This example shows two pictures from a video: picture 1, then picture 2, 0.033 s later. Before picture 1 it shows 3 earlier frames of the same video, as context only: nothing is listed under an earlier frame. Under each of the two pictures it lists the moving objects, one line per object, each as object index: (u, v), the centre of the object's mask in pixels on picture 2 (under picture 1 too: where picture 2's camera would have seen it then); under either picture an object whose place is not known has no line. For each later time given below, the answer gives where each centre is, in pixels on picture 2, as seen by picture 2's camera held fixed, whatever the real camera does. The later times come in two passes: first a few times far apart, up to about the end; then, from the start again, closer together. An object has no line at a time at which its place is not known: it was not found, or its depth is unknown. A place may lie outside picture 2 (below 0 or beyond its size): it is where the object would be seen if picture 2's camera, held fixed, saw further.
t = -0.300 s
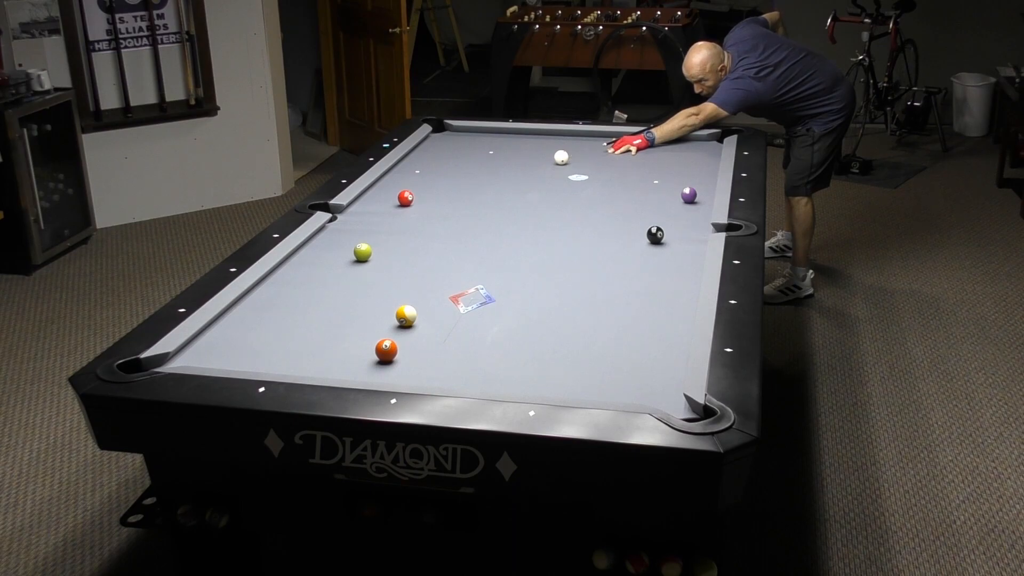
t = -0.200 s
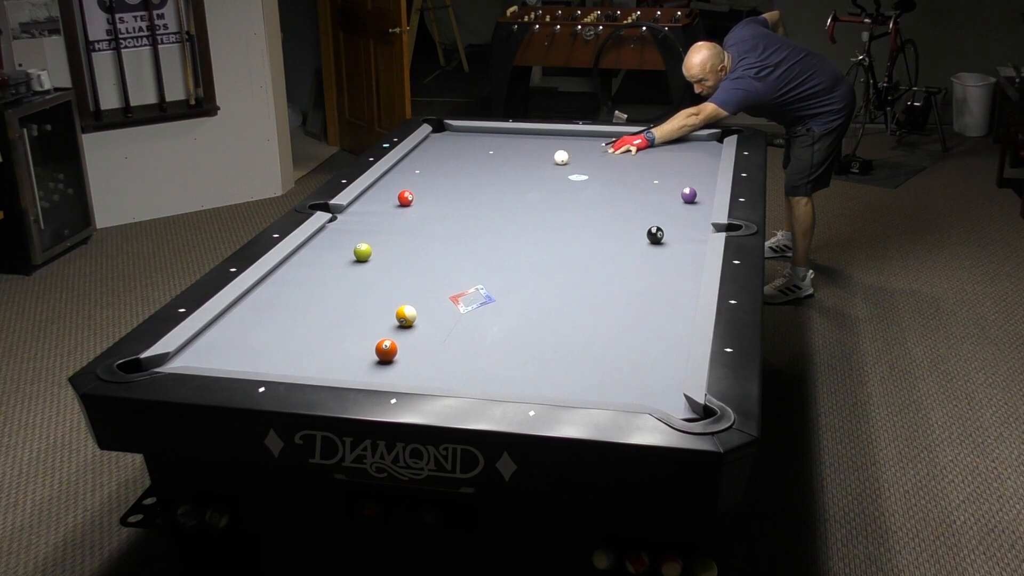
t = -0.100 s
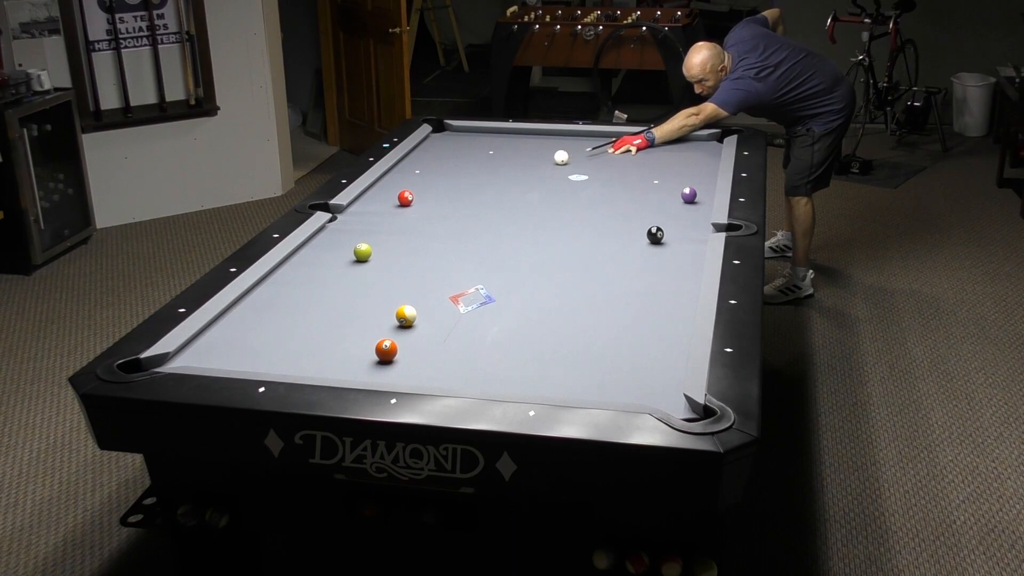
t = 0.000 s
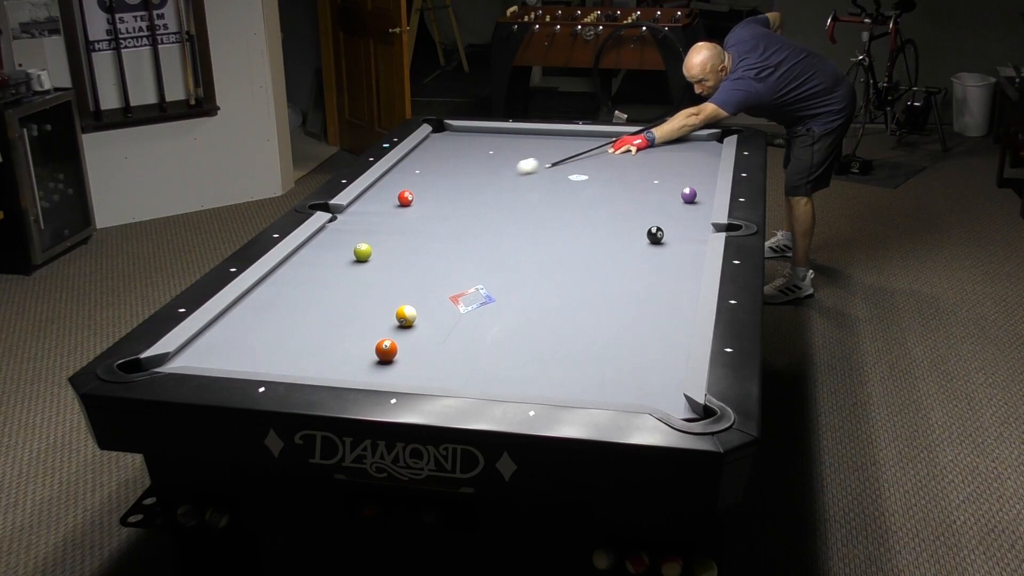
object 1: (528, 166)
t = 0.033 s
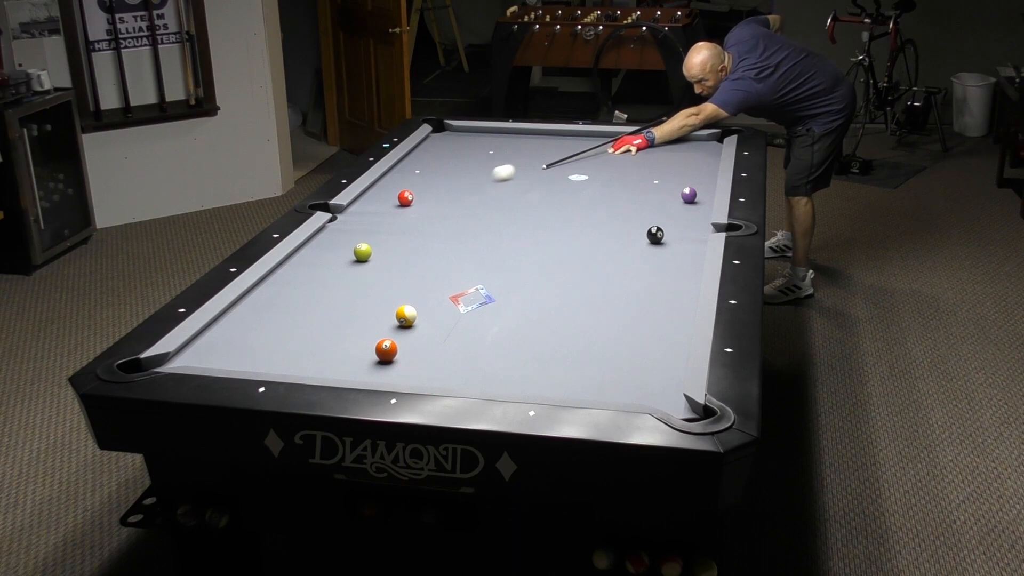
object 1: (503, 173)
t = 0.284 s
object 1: (427, 199)
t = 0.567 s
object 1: (446, 205)
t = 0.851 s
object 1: (465, 209)
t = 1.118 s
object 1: (482, 214)
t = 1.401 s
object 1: (499, 218)
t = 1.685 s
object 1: (515, 223)
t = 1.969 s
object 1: (531, 227)
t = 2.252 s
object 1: (545, 230)
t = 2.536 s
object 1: (558, 233)
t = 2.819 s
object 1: (570, 237)
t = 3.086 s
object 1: (580, 239)
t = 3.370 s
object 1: (588, 241)
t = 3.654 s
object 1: (596, 243)
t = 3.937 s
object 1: (602, 244)
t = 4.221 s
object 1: (607, 245)
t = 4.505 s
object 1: (610, 246)
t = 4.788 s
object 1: (611, 246)
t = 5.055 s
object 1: (610, 246)
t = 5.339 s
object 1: (610, 246)
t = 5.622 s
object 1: (610, 246)
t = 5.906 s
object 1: (610, 246)
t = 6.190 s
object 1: (608, 246)
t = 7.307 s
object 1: (610, 246)
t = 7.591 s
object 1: (610, 246)
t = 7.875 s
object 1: (610, 246)
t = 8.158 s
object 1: (610, 246)
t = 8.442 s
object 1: (610, 246)
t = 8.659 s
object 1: (610, 246)
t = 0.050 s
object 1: (491, 176)
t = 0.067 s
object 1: (479, 179)
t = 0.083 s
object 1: (467, 183)
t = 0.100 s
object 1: (454, 186)
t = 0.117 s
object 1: (442, 189)
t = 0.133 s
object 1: (430, 192)
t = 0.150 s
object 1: (420, 195)
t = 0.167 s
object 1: (420, 196)
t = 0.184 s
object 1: (421, 197)
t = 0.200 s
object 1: (422, 197)
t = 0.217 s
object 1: (423, 198)
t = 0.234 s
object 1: (424, 198)
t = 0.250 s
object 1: (425, 199)
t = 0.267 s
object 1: (426, 199)
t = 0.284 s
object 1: (427, 199)
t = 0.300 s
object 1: (428, 200)
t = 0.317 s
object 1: (429, 200)
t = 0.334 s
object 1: (431, 201)
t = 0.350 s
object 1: (432, 201)
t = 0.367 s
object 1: (433, 201)
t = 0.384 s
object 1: (434, 201)
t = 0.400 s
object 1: (435, 202)
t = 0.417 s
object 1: (436, 202)
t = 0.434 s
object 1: (437, 202)
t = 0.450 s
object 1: (438, 203)
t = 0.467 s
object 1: (440, 203)
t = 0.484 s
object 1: (441, 203)
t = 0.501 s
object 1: (442, 204)
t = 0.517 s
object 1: (443, 204)
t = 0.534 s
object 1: (444, 204)
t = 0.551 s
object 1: (445, 204)
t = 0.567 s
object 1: (446, 205)
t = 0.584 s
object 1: (447, 205)
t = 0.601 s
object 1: (448, 205)
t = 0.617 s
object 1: (450, 206)
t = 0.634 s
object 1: (451, 206)
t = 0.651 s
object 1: (452, 206)
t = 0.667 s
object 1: (453, 207)
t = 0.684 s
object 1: (454, 207)
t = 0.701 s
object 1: (455, 207)
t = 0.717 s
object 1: (456, 207)
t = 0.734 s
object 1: (457, 208)
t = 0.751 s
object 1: (458, 208)
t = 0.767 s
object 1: (459, 208)
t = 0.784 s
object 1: (461, 209)
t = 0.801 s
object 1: (462, 209)
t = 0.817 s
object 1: (463, 209)
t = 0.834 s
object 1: (464, 209)
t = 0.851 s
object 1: (465, 209)
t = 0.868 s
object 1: (466, 210)
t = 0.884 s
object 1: (467, 210)
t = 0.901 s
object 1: (468, 211)
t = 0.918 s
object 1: (469, 211)
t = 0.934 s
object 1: (470, 211)
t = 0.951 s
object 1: (471, 212)
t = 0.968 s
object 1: (472, 212)
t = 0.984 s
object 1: (473, 212)
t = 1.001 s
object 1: (474, 212)
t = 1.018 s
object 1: (476, 212)
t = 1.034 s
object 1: (477, 213)
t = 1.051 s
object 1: (477, 213)
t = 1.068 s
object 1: (479, 213)
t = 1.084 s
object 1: (480, 214)
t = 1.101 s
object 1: (481, 214)
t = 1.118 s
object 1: (482, 214)
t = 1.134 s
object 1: (483, 214)
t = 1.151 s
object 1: (484, 215)
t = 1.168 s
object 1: (485, 215)
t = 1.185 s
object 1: (486, 215)
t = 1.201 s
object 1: (487, 215)
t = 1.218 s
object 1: (488, 216)
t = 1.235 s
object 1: (489, 216)
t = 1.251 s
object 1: (490, 216)
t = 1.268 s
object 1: (491, 217)
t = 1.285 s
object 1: (492, 217)
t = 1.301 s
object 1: (493, 217)
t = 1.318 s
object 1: (494, 217)
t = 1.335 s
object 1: (495, 218)
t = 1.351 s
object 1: (496, 218)
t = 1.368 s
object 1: (497, 218)
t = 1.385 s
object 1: (498, 218)
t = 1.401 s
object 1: (499, 218)
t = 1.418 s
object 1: (500, 219)
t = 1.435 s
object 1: (501, 219)
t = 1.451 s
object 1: (502, 219)
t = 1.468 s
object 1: (503, 220)
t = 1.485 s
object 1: (504, 220)
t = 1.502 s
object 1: (505, 220)
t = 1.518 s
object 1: (506, 220)
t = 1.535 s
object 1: (507, 221)
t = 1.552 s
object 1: (508, 221)
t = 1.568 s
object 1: (509, 221)
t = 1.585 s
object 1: (510, 221)
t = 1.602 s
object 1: (511, 222)
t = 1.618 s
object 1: (512, 222)
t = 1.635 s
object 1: (513, 222)
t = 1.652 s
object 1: (513, 222)
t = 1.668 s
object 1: (514, 223)
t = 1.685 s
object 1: (515, 223)
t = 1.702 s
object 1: (516, 223)
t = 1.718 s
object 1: (517, 223)
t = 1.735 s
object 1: (518, 224)
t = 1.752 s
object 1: (519, 224)
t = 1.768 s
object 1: (520, 224)
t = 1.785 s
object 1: (521, 224)
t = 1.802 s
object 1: (522, 224)
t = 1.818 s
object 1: (523, 225)
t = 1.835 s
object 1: (524, 225)
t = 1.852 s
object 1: (525, 225)
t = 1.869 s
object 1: (525, 225)
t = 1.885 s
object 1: (526, 226)
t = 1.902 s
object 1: (527, 226)
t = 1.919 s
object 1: (528, 226)
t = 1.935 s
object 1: (529, 226)
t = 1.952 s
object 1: (530, 227)
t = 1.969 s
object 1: (531, 227)
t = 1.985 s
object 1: (532, 227)
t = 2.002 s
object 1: (532, 227)
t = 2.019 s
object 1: (533, 227)
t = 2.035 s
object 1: (534, 228)
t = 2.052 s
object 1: (535, 228)
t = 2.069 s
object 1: (536, 228)
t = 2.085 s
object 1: (537, 228)
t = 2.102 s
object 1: (537, 229)
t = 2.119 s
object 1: (539, 229)
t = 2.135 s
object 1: (539, 229)
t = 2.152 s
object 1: (540, 229)
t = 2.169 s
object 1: (541, 229)
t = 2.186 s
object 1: (542, 230)
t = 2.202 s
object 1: (543, 230)
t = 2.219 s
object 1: (543, 230)
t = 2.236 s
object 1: (544, 230)
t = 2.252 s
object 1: (545, 230)
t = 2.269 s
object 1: (546, 231)
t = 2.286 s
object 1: (547, 231)
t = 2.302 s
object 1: (548, 231)
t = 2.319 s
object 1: (548, 231)
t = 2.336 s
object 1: (549, 231)
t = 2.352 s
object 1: (550, 232)
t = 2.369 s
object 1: (551, 232)
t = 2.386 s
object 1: (551, 232)
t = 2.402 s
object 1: (552, 232)
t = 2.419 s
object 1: (553, 232)
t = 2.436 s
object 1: (554, 232)
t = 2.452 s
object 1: (554, 232)
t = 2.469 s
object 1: (555, 233)
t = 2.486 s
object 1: (556, 233)
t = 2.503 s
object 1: (557, 233)
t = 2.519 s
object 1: (557, 233)
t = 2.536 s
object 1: (558, 233)
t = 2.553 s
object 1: (559, 234)
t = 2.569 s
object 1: (560, 234)
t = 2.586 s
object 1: (560, 234)
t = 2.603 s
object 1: (561, 234)
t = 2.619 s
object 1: (562, 235)
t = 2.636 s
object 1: (562, 235)
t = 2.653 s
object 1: (563, 235)
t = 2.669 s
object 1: (564, 235)
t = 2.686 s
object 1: (564, 235)
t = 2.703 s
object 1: (565, 235)
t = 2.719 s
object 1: (566, 236)
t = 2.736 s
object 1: (566, 236)
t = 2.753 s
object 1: (567, 236)
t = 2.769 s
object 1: (568, 236)
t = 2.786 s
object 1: (569, 236)
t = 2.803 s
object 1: (569, 236)
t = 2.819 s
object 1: (570, 237)
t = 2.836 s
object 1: (570, 237)
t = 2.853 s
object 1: (571, 237)
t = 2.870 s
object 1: (572, 237)
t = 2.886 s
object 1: (572, 237)
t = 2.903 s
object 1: (573, 237)
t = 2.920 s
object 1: (574, 238)
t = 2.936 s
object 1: (574, 238)
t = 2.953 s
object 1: (575, 238)
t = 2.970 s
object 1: (576, 238)
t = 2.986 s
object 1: (576, 238)
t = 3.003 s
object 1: (577, 238)
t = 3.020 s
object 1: (577, 239)
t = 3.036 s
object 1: (578, 239)
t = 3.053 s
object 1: (578, 239)
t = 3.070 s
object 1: (579, 239)
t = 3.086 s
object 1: (580, 239)
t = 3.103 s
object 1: (580, 239)
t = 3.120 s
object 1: (581, 239)
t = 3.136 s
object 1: (581, 239)
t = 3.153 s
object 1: (582, 240)
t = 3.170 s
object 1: (582, 240)
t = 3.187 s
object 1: (583, 240)
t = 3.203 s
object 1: (583, 240)
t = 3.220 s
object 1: (584, 240)
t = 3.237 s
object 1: (584, 240)
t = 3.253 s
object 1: (585, 240)
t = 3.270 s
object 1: (585, 241)
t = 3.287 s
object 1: (586, 241)
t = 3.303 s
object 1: (587, 241)
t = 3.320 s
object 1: (587, 241)
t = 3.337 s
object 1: (588, 241)
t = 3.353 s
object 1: (588, 241)
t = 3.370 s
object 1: (588, 241)
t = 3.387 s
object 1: (589, 241)
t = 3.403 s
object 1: (589, 241)
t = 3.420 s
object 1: (590, 242)
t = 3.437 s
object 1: (590, 242)
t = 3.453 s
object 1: (591, 242)
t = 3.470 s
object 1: (591, 242)
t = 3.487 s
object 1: (592, 242)
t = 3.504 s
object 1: (592, 242)
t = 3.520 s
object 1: (593, 242)
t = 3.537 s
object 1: (593, 242)
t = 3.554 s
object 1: (594, 242)
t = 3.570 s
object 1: (594, 242)
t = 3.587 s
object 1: (595, 243)
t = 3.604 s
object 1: (595, 243)
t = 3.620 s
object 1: (595, 243)
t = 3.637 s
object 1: (596, 243)
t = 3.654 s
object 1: (596, 243)
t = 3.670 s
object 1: (597, 243)
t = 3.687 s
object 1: (597, 243)
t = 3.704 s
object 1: (598, 243)
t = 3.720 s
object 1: (598, 243)
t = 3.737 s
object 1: (598, 243)
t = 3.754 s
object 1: (599, 243)
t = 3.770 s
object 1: (599, 243)
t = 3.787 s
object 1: (599, 243)
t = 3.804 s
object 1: (600, 244)
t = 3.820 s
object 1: (600, 244)
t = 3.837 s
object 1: (600, 244)
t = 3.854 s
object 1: (601, 244)
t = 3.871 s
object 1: (601, 244)
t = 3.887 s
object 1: (601, 244)
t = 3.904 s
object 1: (602, 244)
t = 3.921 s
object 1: (602, 244)
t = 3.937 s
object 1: (602, 244)
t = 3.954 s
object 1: (603, 244)
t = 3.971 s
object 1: (603, 244)
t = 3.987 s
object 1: (603, 244)
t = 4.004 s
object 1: (604, 244)
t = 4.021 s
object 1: (604, 244)
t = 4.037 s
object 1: (604, 245)
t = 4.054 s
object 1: (604, 245)
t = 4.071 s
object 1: (605, 245)
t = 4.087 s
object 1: (605, 245)
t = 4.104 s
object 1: (605, 245)
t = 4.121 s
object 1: (605, 245)
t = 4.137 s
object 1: (606, 245)
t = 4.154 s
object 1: (606, 245)
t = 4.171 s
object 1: (606, 245)
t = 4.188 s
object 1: (606, 245)
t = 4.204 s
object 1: (607, 245)
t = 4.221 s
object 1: (607, 245)
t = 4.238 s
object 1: (607, 245)
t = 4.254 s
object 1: (607, 245)
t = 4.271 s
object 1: (607, 245)
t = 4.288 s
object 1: (608, 245)
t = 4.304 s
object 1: (608, 245)
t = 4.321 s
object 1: (608, 245)
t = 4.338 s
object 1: (608, 245)
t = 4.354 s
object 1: (608, 245)
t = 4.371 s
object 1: (608, 245)
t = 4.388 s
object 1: (609, 245)
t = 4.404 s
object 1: (609, 246)
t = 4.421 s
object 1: (609, 246)
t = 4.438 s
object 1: (609, 246)
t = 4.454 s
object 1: (609, 246)
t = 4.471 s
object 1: (609, 246)
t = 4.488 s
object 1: (609, 246)
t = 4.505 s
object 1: (610, 246)
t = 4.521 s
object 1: (610, 246)
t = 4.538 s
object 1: (610, 246)
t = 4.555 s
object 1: (610, 246)
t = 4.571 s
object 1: (610, 246)
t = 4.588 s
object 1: (610, 246)
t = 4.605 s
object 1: (610, 246)
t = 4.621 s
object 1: (610, 246)
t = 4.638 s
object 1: (610, 246)
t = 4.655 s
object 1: (610, 246)
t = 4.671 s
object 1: (610, 246)
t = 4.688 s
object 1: (610, 246)
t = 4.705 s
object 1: (611, 246)
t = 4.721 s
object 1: (611, 246)
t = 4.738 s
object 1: (610, 246)
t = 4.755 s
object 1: (610, 246)
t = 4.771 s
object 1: (610, 246)
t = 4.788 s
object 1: (611, 246)
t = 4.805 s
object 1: (610, 246)
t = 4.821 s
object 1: (610, 246)
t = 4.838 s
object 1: (610, 246)
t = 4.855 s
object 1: (611, 246)
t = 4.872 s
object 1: (610, 246)
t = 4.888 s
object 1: (610, 246)
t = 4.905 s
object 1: (610, 246)
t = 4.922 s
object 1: (610, 246)
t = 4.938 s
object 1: (610, 246)
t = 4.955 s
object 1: (610, 246)
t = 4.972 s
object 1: (610, 246)
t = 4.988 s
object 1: (610, 246)
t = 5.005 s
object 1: (610, 246)
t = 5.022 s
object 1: (610, 246)
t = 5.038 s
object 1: (610, 246)
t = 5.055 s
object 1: (610, 246)
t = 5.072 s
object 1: (610, 246)
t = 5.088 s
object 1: (610, 246)
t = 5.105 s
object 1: (610, 246)
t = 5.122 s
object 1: (610, 246)
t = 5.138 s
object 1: (610, 246)
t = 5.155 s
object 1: (610, 246)
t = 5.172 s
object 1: (610, 246)
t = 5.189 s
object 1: (610, 246)
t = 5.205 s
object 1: (610, 246)
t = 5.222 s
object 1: (610, 246)
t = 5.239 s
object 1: (610, 246)
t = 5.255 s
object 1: (610, 246)
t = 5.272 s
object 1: (610, 246)
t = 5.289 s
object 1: (610, 246)
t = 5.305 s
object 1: (610, 246)
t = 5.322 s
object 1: (610, 246)
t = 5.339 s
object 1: (610, 246)
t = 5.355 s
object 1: (610, 246)
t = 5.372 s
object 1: (610, 246)
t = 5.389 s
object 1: (610, 246)
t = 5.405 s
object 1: (610, 246)
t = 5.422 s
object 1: (610, 246)
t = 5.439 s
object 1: (610, 246)
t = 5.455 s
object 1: (610, 246)
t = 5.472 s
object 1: (610, 246)
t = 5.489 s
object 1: (610, 246)
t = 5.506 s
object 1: (610, 246)
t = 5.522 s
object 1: (610, 246)
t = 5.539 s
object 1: (610, 246)
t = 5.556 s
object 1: (610, 246)
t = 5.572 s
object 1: (610, 246)
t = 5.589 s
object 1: (610, 246)
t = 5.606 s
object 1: (610, 246)
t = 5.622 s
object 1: (610, 246)
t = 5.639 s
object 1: (610, 246)
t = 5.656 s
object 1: (610, 246)
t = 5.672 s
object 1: (610, 246)
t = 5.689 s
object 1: (610, 246)
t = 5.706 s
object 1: (610, 246)
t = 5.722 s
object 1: (610, 246)
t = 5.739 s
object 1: (610, 246)
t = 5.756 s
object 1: (610, 246)
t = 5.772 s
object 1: (610, 246)
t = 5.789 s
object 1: (610, 246)
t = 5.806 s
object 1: (610, 246)
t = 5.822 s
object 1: (610, 246)
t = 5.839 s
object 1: (610, 246)
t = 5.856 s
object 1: (610, 246)
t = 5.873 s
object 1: (610, 246)
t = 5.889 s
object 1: (610, 246)
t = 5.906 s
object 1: (610, 246)
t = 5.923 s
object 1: (610, 246)
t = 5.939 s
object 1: (610, 246)
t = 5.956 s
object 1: (610, 246)
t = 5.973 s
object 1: (610, 246)
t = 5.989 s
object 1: (610, 246)
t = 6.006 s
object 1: (610, 246)
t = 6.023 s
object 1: (610, 246)
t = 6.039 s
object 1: (610, 246)
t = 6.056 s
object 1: (610, 246)
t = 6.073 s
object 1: (610, 246)
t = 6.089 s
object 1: (610, 246)
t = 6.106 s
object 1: (610, 246)
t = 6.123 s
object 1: (610, 246)
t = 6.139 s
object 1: (610, 246)
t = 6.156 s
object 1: (610, 246)
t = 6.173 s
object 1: (610, 246)
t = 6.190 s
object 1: (608, 246)
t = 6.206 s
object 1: (605, 245)
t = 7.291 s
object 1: (610, 246)
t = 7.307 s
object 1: (610, 246)
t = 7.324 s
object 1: (610, 246)
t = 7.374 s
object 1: (610, 246)
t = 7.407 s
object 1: (610, 246)
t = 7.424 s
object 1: (610, 246)
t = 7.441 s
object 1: (610, 246)
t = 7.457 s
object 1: (610, 246)
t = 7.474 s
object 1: (610, 246)
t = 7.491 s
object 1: (610, 246)
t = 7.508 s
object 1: (610, 246)
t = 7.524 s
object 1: (610, 246)
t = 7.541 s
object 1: (610, 246)
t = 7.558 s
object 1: (610, 246)
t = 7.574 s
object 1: (610, 246)
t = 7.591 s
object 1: (610, 246)
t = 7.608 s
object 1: (610, 246)
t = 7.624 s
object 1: (610, 246)
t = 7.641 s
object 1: (610, 246)
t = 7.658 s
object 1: (610, 246)
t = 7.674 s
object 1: (610, 246)
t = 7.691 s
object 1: (610, 246)
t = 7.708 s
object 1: (610, 246)
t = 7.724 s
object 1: (610, 246)
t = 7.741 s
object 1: (610, 246)
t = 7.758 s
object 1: (610, 246)
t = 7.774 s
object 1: (610, 246)
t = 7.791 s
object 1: (610, 246)
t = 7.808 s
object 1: (610, 246)
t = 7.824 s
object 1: (610, 246)
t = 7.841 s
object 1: (610, 246)
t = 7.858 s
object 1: (610, 246)
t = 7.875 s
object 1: (610, 246)
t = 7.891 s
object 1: (610, 246)
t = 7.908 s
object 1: (610, 246)
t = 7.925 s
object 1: (610, 246)
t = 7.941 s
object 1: (610, 246)
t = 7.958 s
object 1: (610, 246)
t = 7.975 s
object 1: (610, 246)
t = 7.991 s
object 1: (610, 246)
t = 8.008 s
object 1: (610, 246)
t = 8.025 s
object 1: (610, 246)
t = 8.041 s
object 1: (610, 246)
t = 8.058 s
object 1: (610, 246)
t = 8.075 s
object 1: (610, 246)
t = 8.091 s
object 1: (610, 246)
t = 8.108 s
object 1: (610, 246)
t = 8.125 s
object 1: (610, 246)
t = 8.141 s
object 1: (610, 246)
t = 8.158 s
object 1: (610, 246)
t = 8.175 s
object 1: (610, 246)
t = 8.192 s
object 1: (610, 246)
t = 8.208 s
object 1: (610, 246)
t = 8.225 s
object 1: (610, 246)
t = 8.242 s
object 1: (610, 246)
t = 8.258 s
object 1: (610, 246)
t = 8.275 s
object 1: (610, 246)
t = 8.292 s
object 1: (610, 246)
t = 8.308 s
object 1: (610, 246)
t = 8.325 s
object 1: (610, 246)
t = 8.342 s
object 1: (610, 246)
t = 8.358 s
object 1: (610, 246)
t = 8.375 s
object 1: (610, 246)
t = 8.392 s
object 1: (610, 246)
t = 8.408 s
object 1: (610, 246)
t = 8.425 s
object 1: (610, 246)
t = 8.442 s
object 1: (610, 246)
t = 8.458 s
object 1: (610, 246)
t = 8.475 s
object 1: (610, 246)
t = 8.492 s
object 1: (610, 246)
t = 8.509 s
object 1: (610, 246)
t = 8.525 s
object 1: (610, 246)
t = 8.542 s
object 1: (610, 246)
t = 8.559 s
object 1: (610, 246)
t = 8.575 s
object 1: (610, 246)
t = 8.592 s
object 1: (610, 246)
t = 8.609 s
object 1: (610, 246)
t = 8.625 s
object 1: (610, 246)
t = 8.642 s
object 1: (610, 246)
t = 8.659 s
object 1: (610, 246)
